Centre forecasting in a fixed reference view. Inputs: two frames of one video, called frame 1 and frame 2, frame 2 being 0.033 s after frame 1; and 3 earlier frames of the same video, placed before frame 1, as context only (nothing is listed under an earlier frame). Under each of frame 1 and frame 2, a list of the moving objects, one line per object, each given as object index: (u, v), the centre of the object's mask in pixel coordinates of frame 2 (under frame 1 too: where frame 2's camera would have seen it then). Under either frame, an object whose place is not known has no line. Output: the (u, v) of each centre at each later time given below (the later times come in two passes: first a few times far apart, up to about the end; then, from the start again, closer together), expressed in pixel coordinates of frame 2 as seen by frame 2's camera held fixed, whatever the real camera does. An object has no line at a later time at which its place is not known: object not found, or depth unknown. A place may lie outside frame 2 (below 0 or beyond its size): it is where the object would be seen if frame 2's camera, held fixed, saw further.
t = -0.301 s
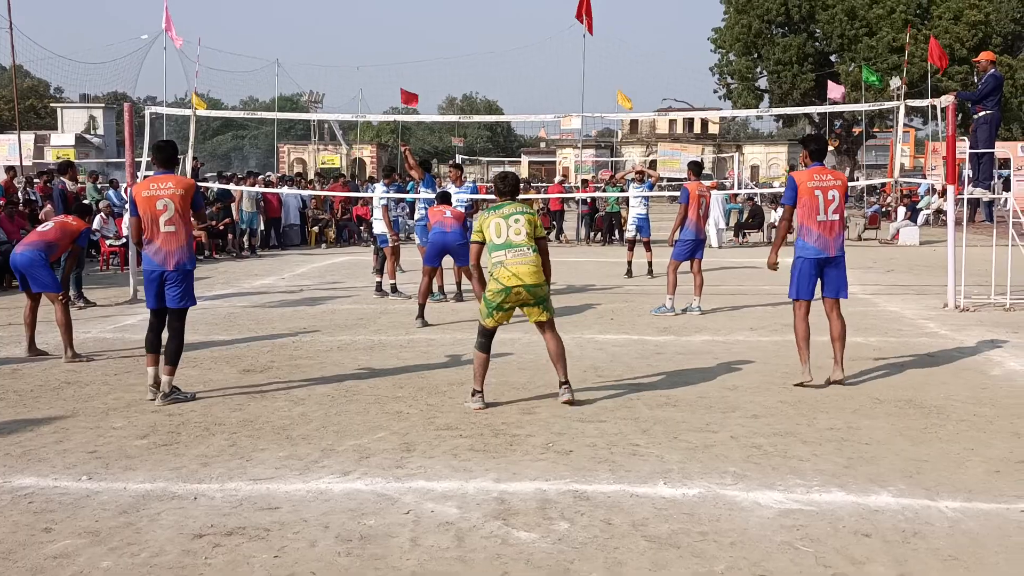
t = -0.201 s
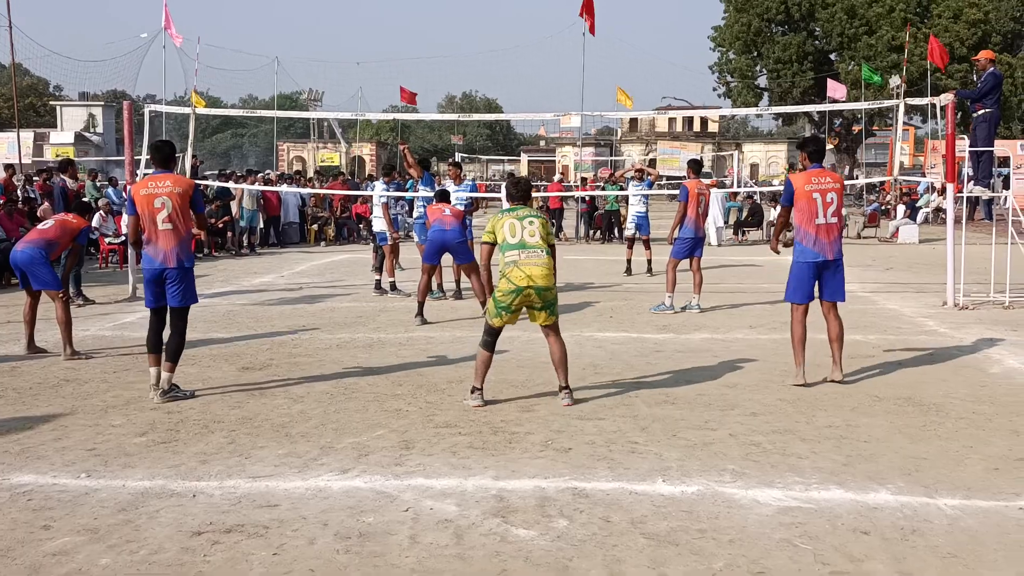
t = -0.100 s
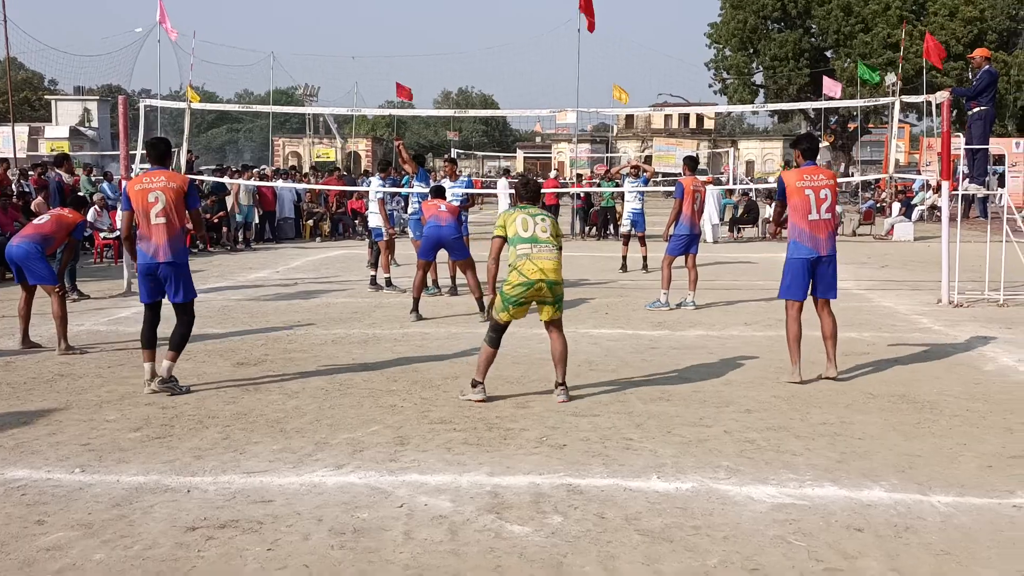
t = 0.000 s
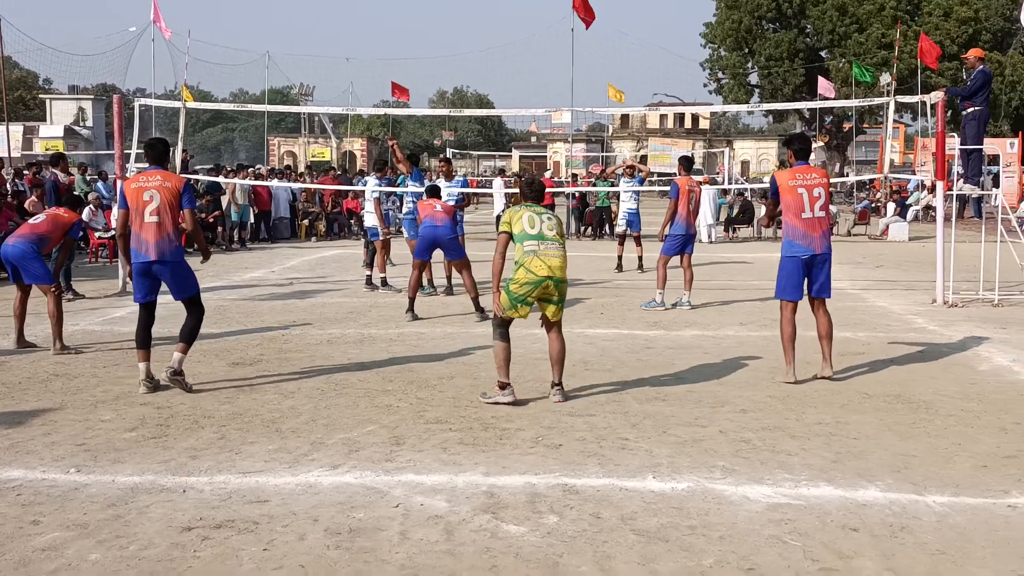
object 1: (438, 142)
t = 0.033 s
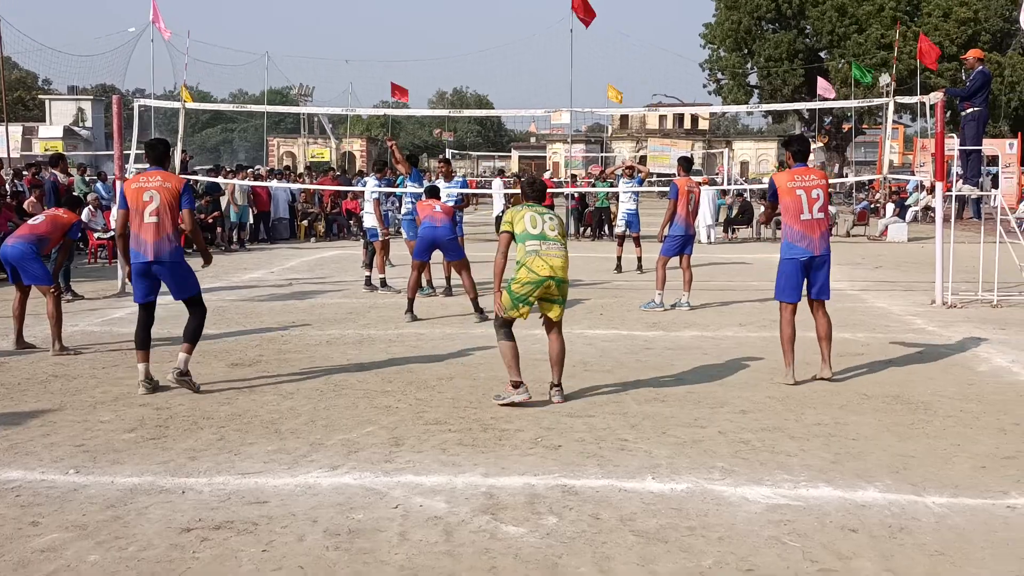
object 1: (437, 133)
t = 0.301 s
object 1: (440, 68)
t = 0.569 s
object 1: (440, 34)
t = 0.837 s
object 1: (442, 33)
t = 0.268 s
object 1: (439, 75)
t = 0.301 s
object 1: (440, 68)
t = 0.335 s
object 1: (440, 62)
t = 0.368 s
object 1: (440, 57)
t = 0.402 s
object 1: (440, 52)
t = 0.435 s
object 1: (440, 47)
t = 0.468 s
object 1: (440, 43)
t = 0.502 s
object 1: (440, 39)
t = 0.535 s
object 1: (440, 37)
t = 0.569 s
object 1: (440, 34)
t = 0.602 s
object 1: (441, 33)
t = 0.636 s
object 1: (441, 31)
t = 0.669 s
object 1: (441, 30)
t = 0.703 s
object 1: (441, 30)
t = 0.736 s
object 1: (441, 29)
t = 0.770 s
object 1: (441, 30)
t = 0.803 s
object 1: (441, 31)
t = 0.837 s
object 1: (442, 33)
